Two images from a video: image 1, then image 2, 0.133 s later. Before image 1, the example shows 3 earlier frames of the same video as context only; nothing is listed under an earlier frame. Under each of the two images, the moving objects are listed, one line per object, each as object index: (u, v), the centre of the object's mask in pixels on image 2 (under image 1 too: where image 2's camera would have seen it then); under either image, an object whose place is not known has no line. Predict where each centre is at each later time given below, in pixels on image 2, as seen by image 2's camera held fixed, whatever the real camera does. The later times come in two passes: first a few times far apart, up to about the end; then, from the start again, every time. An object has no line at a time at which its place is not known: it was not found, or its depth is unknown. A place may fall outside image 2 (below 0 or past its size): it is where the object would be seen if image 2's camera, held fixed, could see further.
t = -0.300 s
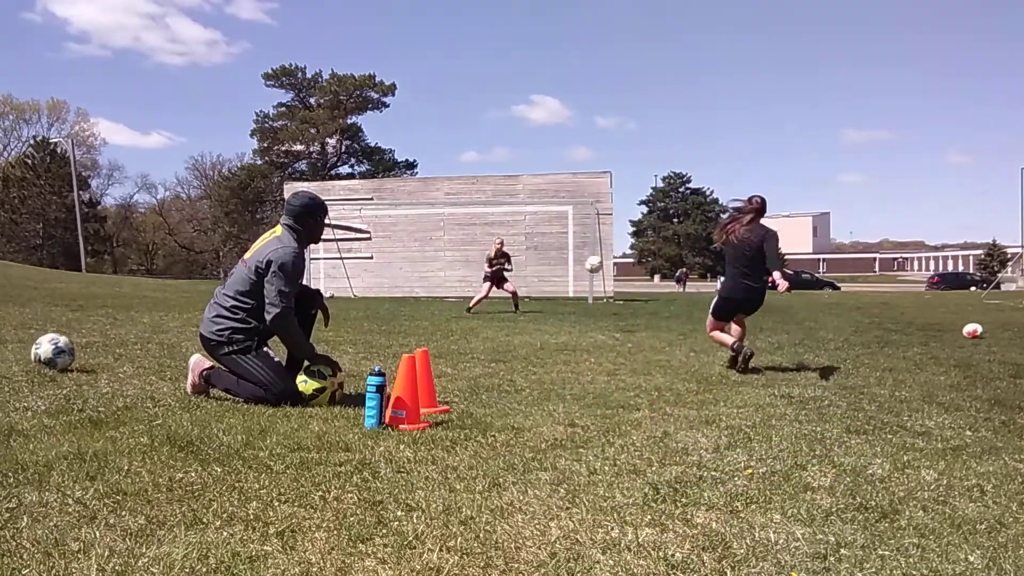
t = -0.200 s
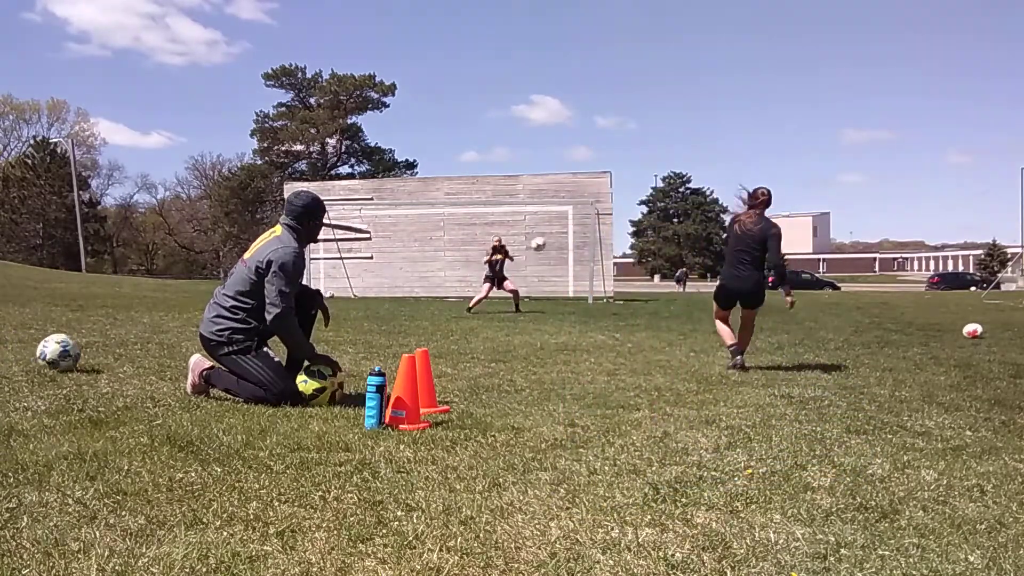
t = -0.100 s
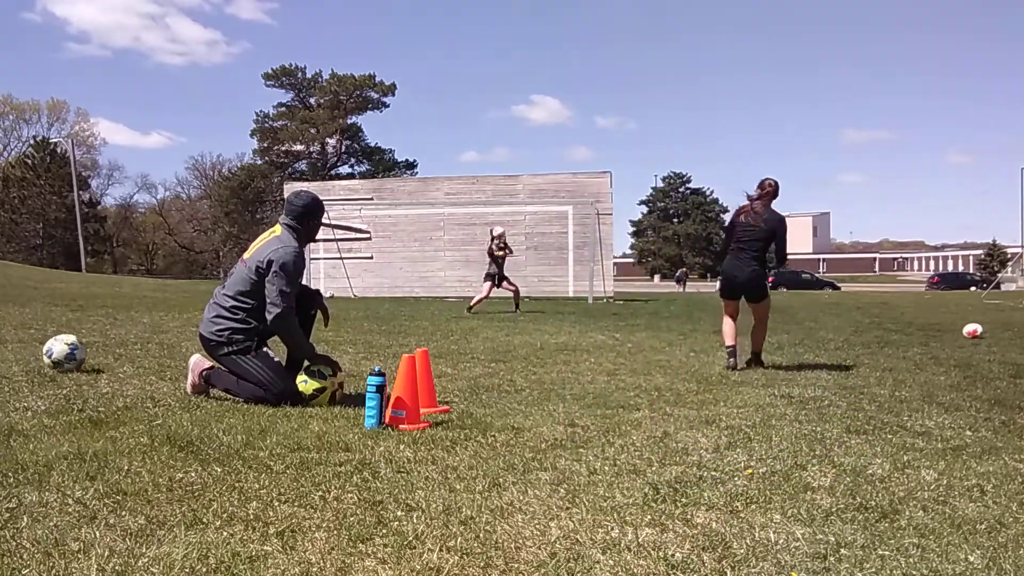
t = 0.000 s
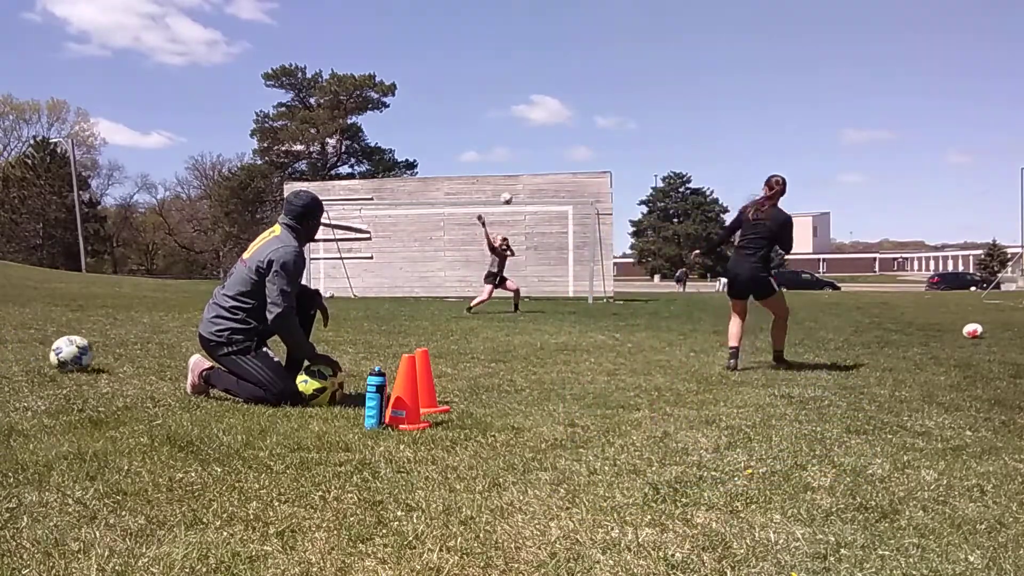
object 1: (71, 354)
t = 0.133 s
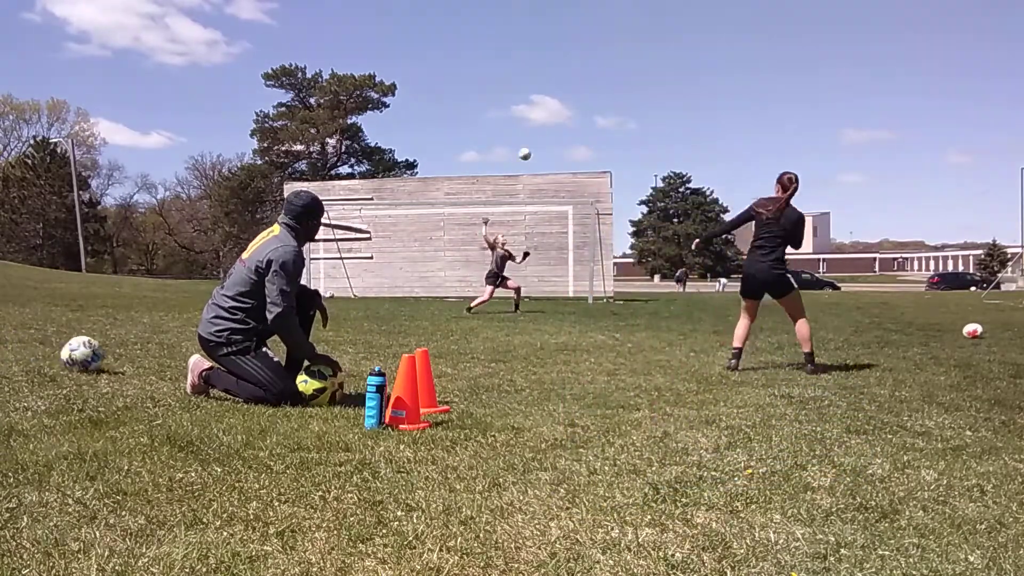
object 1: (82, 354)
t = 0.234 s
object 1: (90, 355)
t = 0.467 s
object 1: (111, 356)
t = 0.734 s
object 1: (133, 357)
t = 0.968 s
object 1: (152, 358)
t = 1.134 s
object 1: (166, 359)
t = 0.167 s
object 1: (85, 354)
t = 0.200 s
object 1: (88, 354)
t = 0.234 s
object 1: (90, 355)
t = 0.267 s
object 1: (93, 355)
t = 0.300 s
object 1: (96, 356)
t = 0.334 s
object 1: (99, 356)
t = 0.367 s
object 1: (102, 356)
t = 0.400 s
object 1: (105, 356)
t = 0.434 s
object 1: (108, 356)
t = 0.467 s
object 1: (111, 356)
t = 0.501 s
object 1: (114, 357)
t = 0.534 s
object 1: (117, 357)
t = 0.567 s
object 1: (120, 357)
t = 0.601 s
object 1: (123, 357)
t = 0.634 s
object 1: (125, 357)
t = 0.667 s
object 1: (128, 357)
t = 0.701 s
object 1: (131, 357)
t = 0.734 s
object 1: (133, 357)
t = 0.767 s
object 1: (136, 357)
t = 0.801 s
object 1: (139, 358)
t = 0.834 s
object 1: (141, 357)
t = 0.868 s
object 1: (144, 358)
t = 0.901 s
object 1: (147, 358)
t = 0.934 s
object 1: (149, 359)
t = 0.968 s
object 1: (152, 358)
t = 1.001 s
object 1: (155, 358)
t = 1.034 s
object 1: (158, 358)
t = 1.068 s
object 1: (161, 359)
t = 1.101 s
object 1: (163, 358)
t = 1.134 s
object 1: (166, 359)
